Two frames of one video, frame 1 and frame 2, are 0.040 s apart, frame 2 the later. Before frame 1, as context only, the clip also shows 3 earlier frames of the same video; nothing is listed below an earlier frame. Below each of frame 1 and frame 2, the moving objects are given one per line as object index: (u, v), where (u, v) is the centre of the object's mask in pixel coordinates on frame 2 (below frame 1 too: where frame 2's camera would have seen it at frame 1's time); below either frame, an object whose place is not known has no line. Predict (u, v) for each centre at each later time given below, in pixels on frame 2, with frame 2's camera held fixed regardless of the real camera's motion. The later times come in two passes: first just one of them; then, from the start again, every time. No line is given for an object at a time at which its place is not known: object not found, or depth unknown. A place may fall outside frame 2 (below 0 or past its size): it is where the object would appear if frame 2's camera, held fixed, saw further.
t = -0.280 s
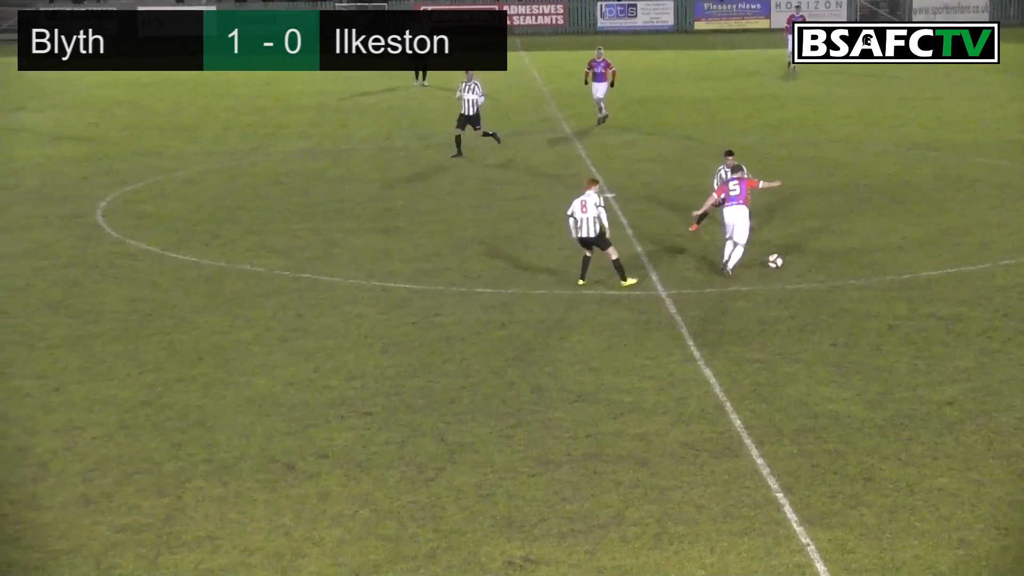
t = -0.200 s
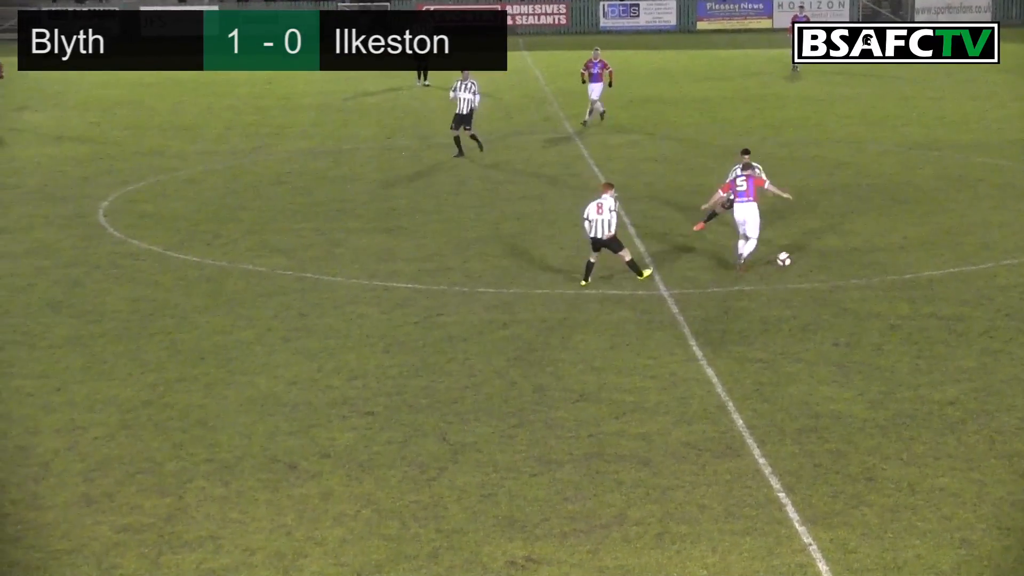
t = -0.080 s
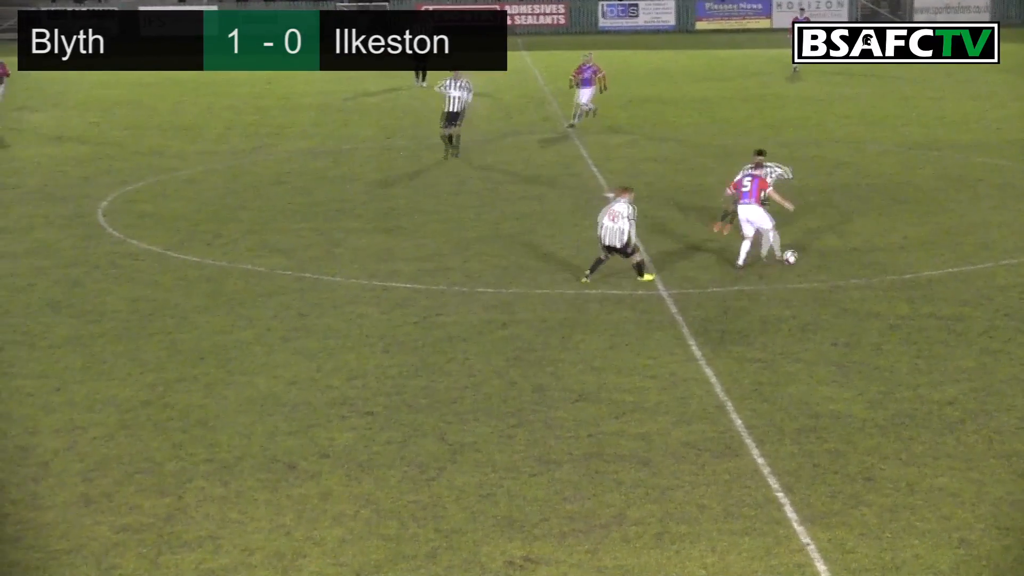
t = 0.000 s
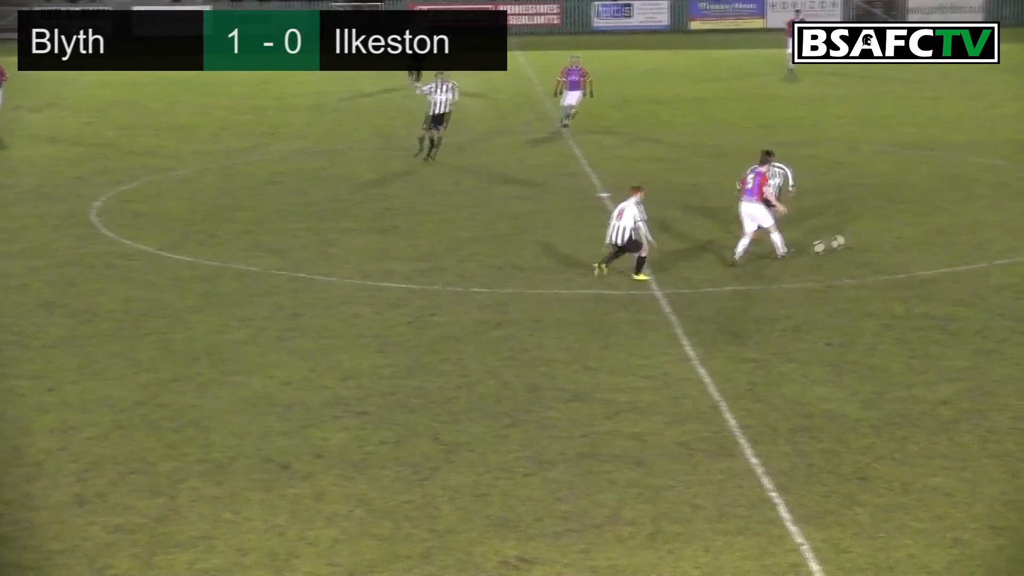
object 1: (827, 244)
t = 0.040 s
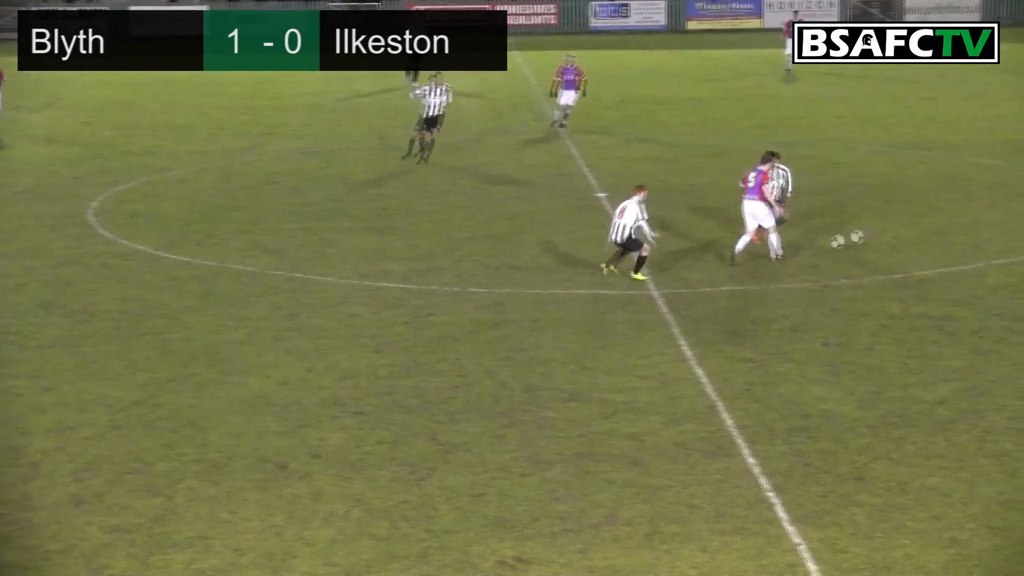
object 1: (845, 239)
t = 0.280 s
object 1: (964, 223)
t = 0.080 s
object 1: (869, 235)
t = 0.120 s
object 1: (888, 232)
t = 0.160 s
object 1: (907, 230)
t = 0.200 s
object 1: (928, 228)
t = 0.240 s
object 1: (947, 226)
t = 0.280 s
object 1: (964, 223)
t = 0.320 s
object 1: (975, 219)
